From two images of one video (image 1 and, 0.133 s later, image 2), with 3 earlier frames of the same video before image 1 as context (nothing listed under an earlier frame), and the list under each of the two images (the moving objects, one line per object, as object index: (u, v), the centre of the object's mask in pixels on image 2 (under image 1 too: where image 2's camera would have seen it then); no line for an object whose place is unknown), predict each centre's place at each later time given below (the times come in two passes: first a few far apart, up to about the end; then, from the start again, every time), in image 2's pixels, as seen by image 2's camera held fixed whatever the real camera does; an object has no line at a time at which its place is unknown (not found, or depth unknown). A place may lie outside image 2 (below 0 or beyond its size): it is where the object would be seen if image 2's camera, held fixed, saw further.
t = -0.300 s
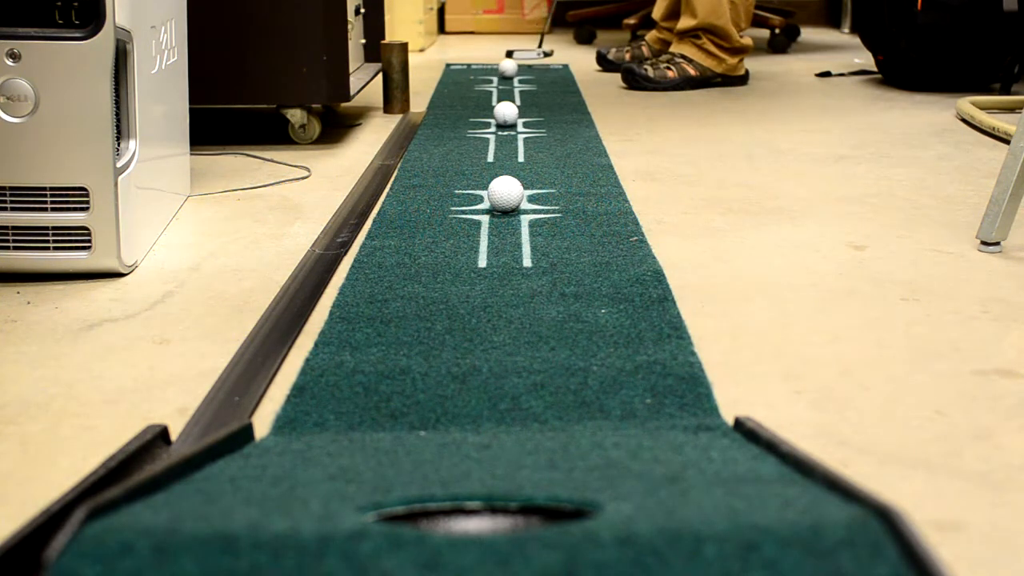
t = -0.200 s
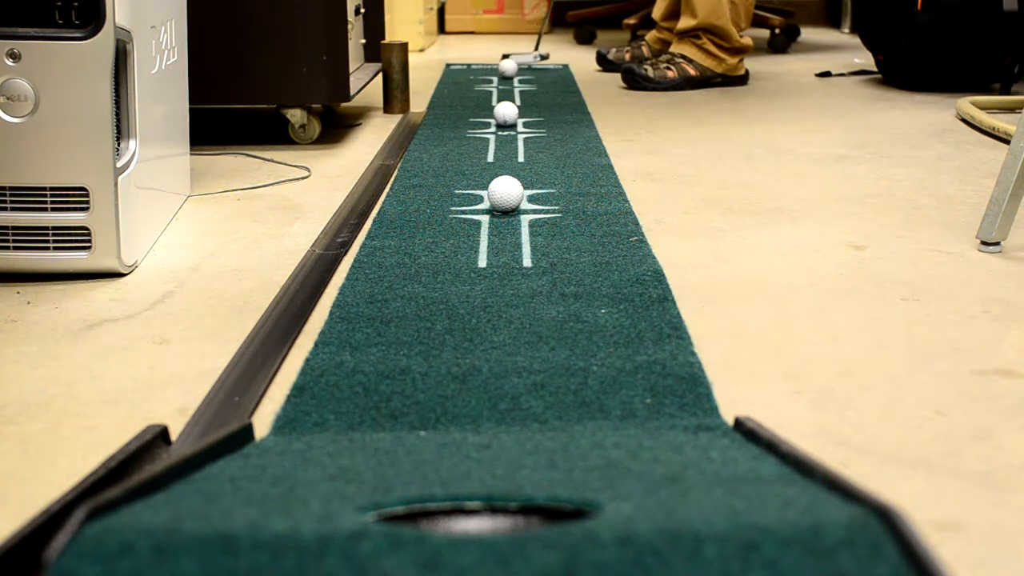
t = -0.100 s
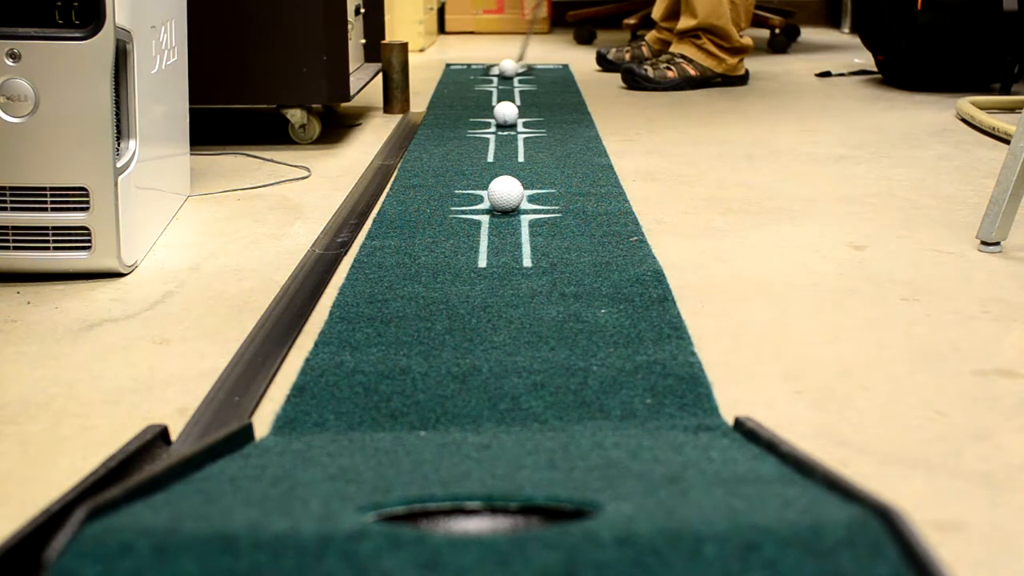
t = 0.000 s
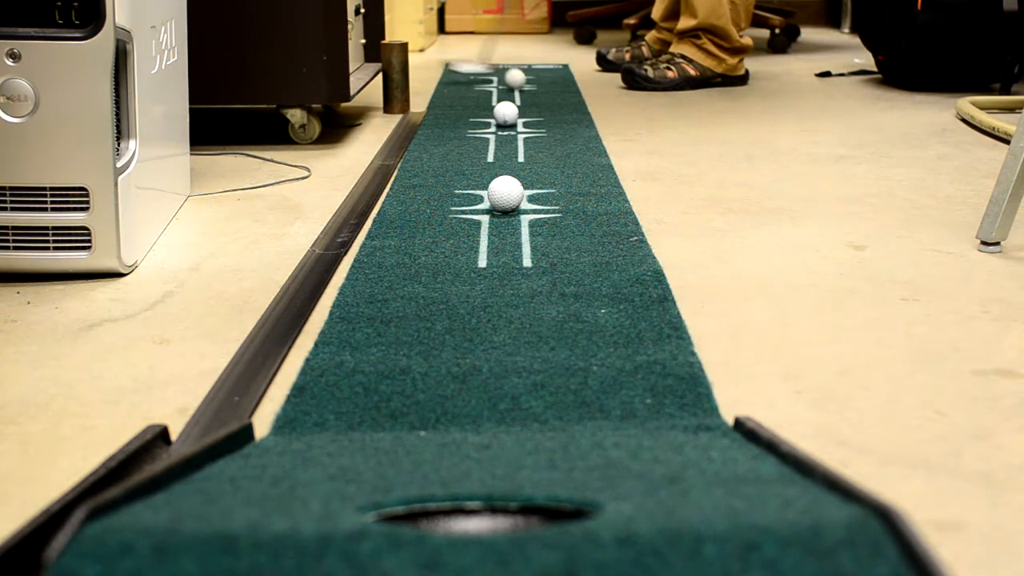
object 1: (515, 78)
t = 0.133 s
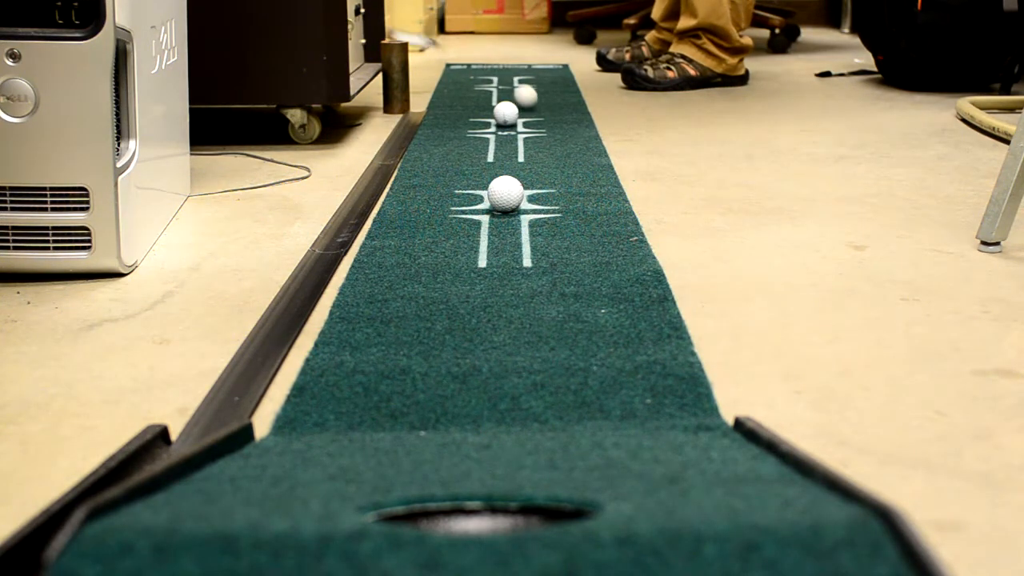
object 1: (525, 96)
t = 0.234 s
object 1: (533, 110)
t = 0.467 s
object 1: (554, 150)
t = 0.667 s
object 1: (577, 196)
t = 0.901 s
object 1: (608, 275)
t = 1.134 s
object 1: (631, 400)
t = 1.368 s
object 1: (629, 445)
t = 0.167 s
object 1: (528, 101)
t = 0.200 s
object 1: (531, 105)
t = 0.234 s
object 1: (533, 110)
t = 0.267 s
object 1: (535, 116)
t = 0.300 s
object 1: (539, 120)
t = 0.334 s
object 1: (541, 125)
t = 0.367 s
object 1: (545, 131)
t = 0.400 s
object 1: (548, 137)
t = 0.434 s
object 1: (551, 143)
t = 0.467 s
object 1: (554, 150)
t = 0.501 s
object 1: (557, 156)
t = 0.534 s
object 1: (561, 163)
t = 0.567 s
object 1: (565, 171)
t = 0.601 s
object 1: (569, 178)
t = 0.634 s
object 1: (573, 187)
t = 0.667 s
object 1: (577, 196)
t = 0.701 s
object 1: (581, 204)
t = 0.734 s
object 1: (586, 215)
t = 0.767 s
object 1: (590, 224)
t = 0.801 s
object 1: (595, 236)
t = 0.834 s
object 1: (600, 248)
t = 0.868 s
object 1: (604, 260)
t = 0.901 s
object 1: (608, 275)
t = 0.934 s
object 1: (612, 289)
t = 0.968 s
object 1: (615, 307)
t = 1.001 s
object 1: (619, 324)
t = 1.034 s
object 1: (622, 342)
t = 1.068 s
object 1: (625, 363)
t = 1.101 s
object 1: (628, 385)
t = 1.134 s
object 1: (631, 400)
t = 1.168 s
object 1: (633, 405)
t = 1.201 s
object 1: (634, 412)
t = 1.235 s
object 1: (635, 418)
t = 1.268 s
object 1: (635, 426)
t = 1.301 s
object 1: (634, 431)
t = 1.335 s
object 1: (633, 439)
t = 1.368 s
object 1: (629, 445)
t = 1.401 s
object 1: (625, 449)
